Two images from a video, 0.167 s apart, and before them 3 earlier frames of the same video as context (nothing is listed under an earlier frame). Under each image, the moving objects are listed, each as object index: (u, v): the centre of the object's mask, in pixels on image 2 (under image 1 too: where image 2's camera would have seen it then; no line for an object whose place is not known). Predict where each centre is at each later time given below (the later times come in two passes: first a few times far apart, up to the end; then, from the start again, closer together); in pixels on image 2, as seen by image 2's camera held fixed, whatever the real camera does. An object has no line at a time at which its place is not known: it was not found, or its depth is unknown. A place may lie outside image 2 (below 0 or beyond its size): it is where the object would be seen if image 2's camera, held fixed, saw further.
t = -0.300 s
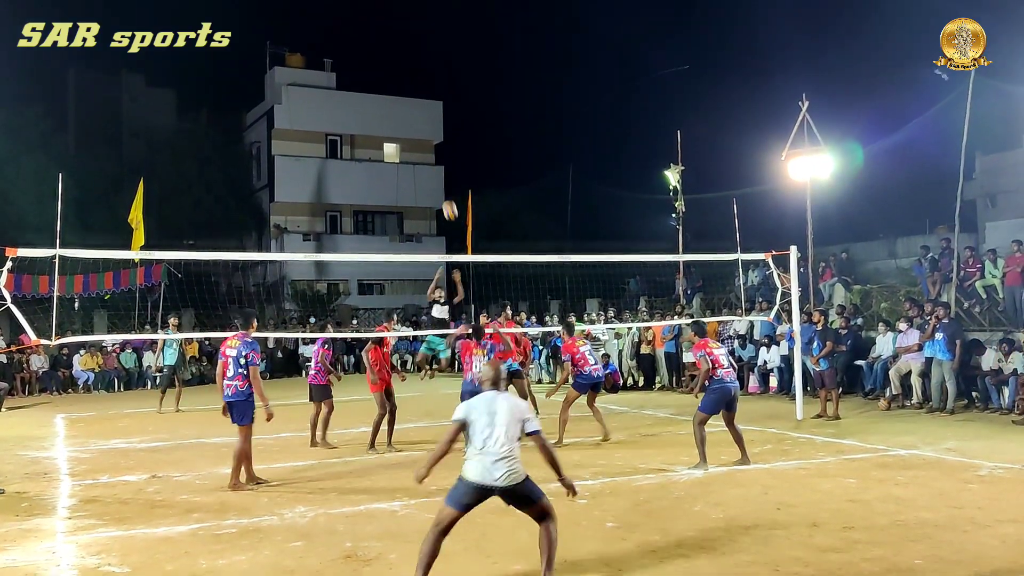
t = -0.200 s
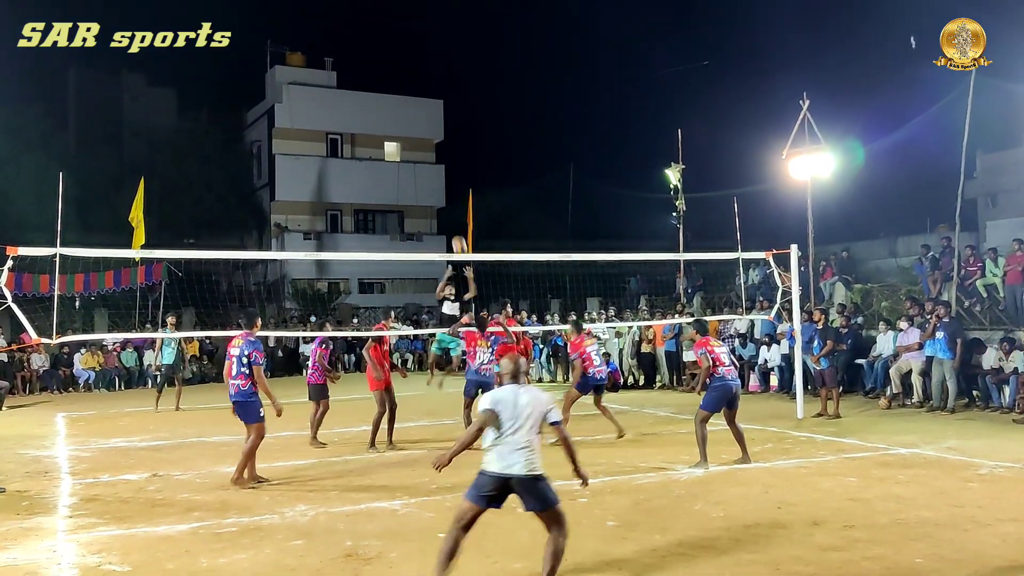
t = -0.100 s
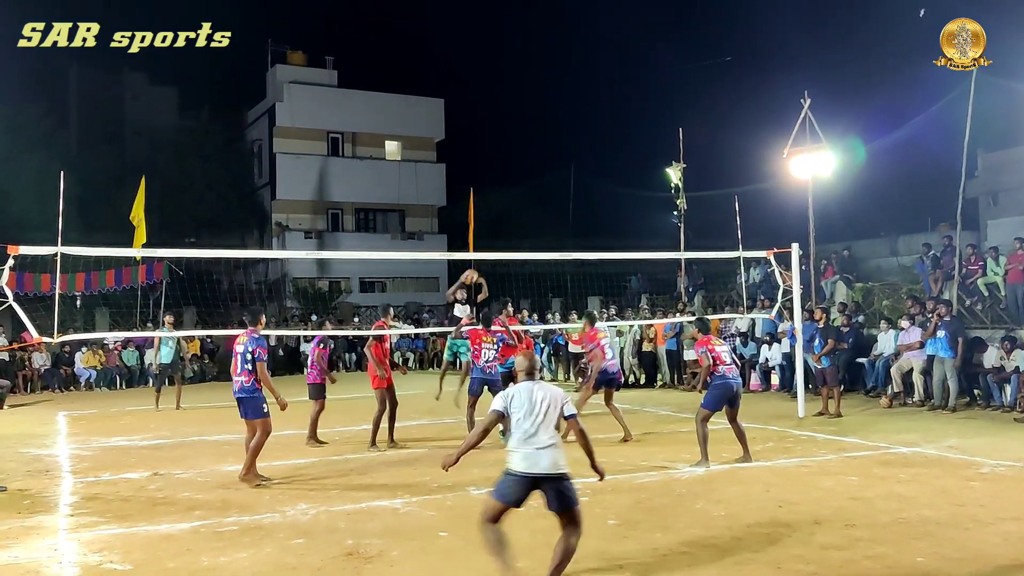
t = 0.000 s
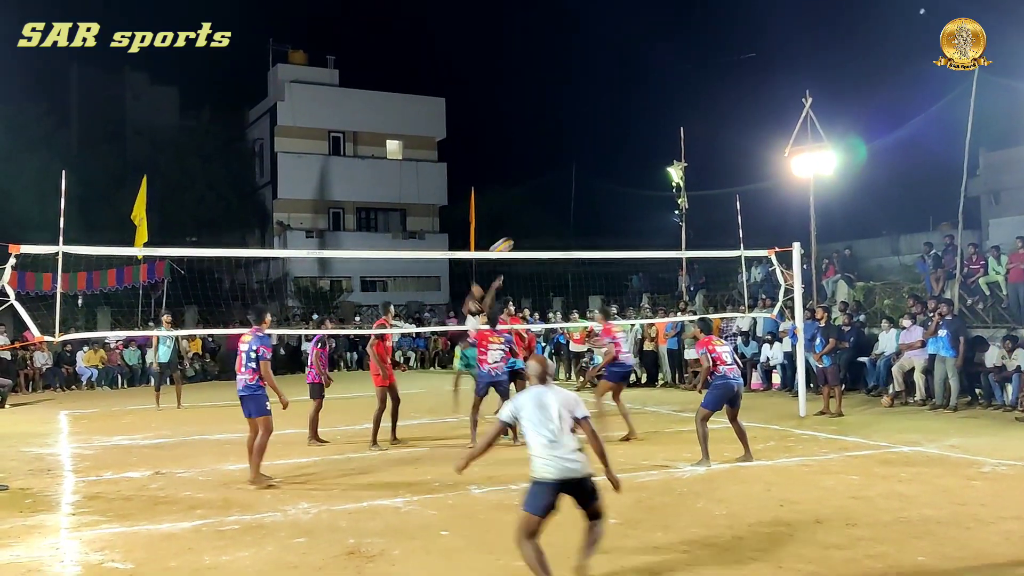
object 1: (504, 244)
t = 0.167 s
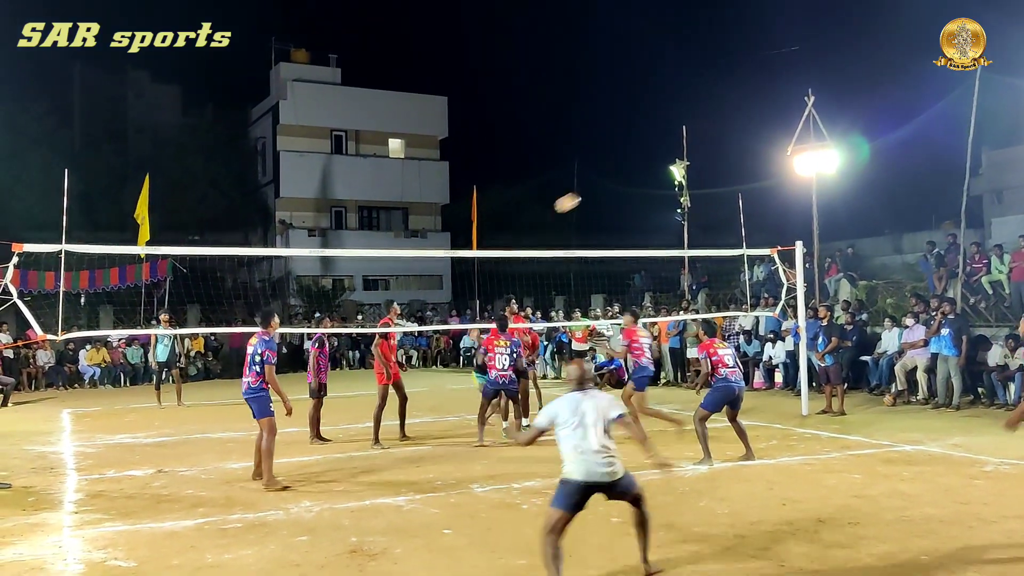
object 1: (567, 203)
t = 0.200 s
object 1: (581, 195)
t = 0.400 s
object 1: (678, 166)
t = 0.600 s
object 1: (787, 166)
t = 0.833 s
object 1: (980, 222)
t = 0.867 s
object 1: (1006, 233)
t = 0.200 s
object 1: (581, 195)
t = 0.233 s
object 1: (596, 189)
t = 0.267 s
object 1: (611, 183)
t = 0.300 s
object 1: (627, 178)
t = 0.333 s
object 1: (643, 173)
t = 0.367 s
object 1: (658, 170)
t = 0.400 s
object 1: (678, 166)
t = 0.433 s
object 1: (697, 164)
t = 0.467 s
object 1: (714, 163)
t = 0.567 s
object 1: (774, 164)
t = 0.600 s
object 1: (787, 166)
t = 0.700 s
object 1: (871, 183)
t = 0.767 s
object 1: (922, 199)
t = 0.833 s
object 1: (980, 222)
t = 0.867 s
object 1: (1006, 233)
